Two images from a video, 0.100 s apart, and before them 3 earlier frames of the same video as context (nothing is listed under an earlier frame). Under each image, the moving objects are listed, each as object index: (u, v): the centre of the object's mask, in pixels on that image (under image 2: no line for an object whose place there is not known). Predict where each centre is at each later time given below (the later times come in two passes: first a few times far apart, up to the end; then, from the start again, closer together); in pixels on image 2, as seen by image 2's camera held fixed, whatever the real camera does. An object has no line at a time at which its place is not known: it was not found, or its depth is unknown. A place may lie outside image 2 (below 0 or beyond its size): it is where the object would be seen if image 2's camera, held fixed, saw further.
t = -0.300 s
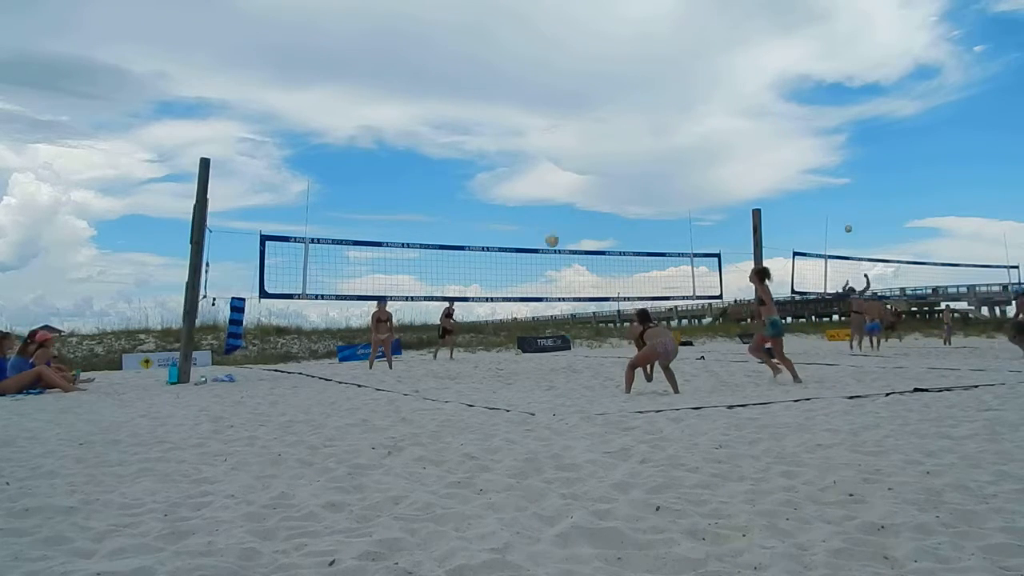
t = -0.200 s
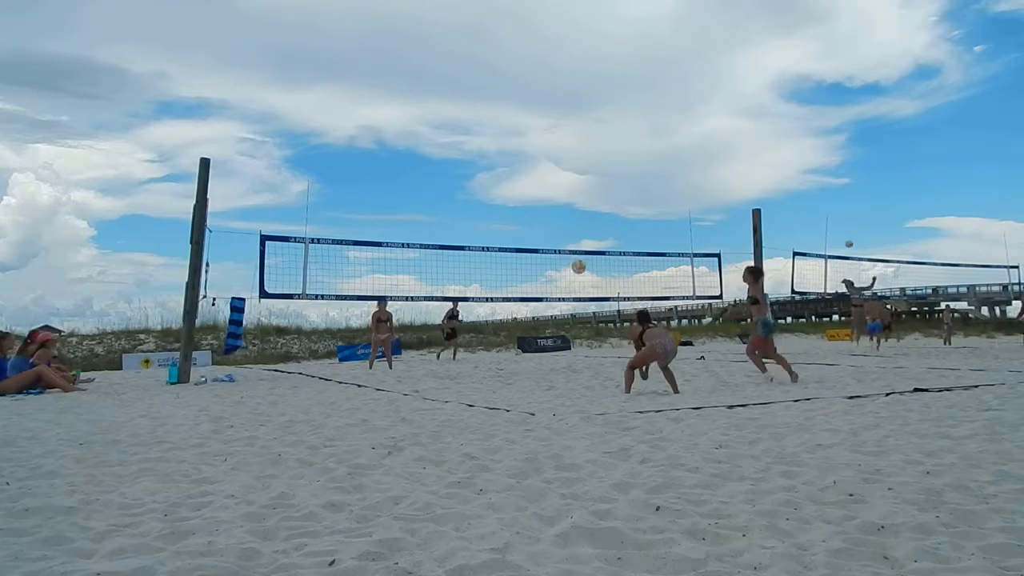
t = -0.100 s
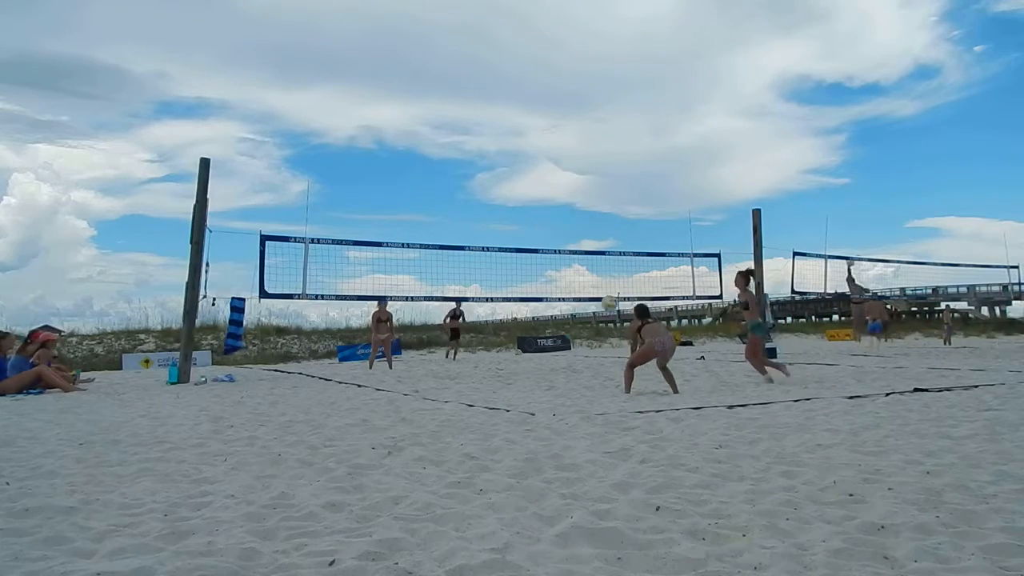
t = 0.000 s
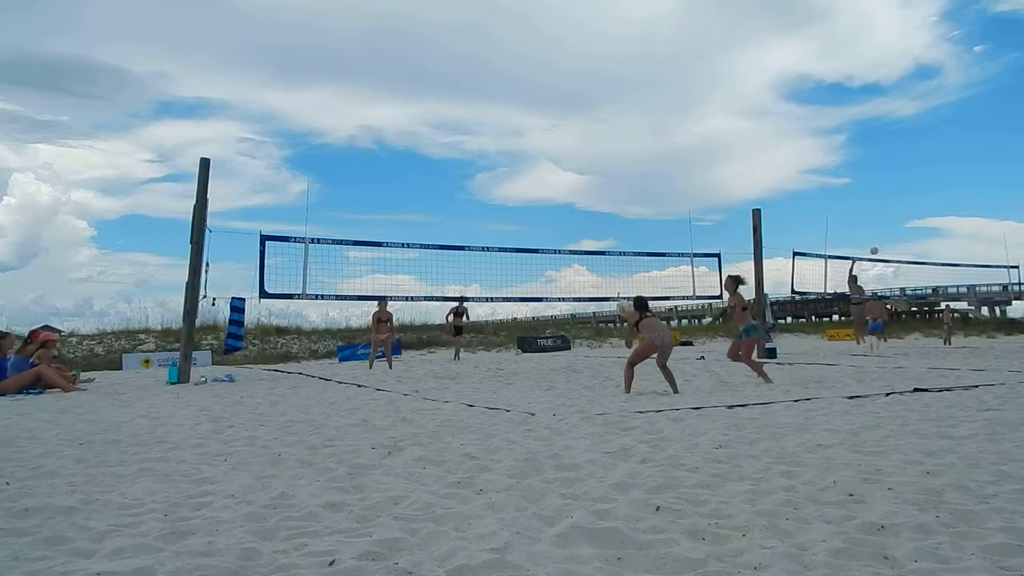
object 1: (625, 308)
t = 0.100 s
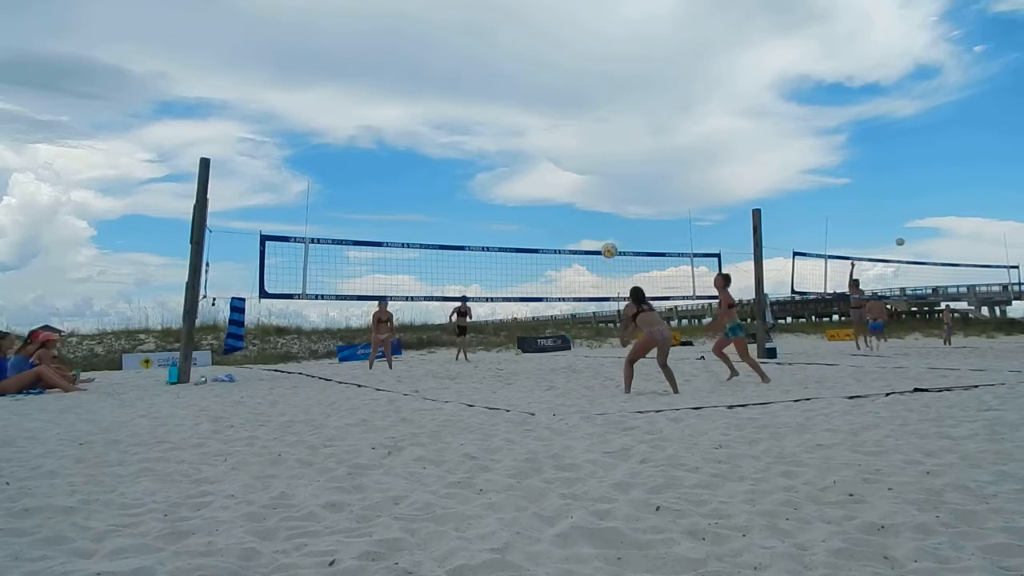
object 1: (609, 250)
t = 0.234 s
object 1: (591, 189)
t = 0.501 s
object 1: (560, 112)
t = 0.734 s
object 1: (539, 86)
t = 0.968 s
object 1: (521, 94)
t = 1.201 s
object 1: (505, 132)
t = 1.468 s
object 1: (491, 210)
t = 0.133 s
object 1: (604, 234)
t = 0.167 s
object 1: (600, 218)
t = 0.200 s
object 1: (595, 203)
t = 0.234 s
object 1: (591, 189)
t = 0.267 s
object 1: (586, 176)
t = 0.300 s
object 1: (582, 164)
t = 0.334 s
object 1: (579, 153)
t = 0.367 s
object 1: (575, 143)
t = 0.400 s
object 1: (571, 134)
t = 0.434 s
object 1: (567, 126)
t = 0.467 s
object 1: (564, 118)
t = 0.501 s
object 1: (560, 112)
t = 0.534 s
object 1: (557, 106)
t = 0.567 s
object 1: (553, 101)
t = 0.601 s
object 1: (550, 96)
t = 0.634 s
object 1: (547, 93)
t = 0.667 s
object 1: (544, 90)
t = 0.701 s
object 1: (542, 88)
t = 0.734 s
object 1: (539, 86)
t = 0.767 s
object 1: (536, 85)
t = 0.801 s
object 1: (533, 85)
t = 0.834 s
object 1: (531, 85)
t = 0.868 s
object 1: (528, 86)
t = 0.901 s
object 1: (525, 88)
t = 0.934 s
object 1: (523, 91)
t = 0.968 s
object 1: (521, 94)
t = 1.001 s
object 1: (518, 97)
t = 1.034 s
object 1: (516, 102)
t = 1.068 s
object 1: (514, 107)
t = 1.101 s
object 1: (512, 112)
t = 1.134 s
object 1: (509, 118)
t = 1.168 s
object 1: (507, 125)
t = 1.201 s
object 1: (505, 132)
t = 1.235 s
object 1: (503, 140)
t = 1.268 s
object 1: (502, 148)
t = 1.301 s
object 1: (499, 158)
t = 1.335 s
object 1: (498, 167)
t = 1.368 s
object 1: (496, 177)
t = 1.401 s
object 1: (494, 188)
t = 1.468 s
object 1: (491, 210)
